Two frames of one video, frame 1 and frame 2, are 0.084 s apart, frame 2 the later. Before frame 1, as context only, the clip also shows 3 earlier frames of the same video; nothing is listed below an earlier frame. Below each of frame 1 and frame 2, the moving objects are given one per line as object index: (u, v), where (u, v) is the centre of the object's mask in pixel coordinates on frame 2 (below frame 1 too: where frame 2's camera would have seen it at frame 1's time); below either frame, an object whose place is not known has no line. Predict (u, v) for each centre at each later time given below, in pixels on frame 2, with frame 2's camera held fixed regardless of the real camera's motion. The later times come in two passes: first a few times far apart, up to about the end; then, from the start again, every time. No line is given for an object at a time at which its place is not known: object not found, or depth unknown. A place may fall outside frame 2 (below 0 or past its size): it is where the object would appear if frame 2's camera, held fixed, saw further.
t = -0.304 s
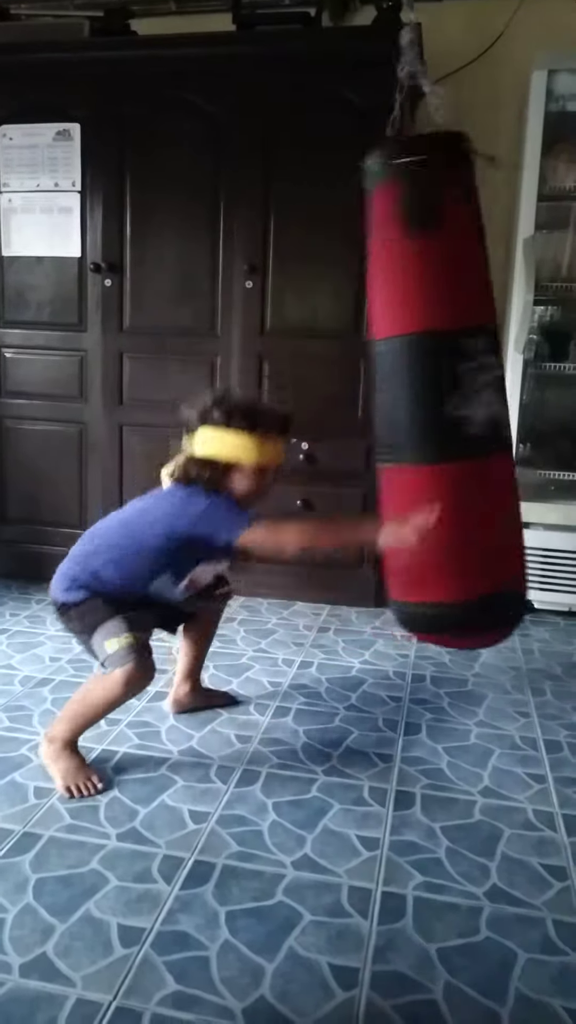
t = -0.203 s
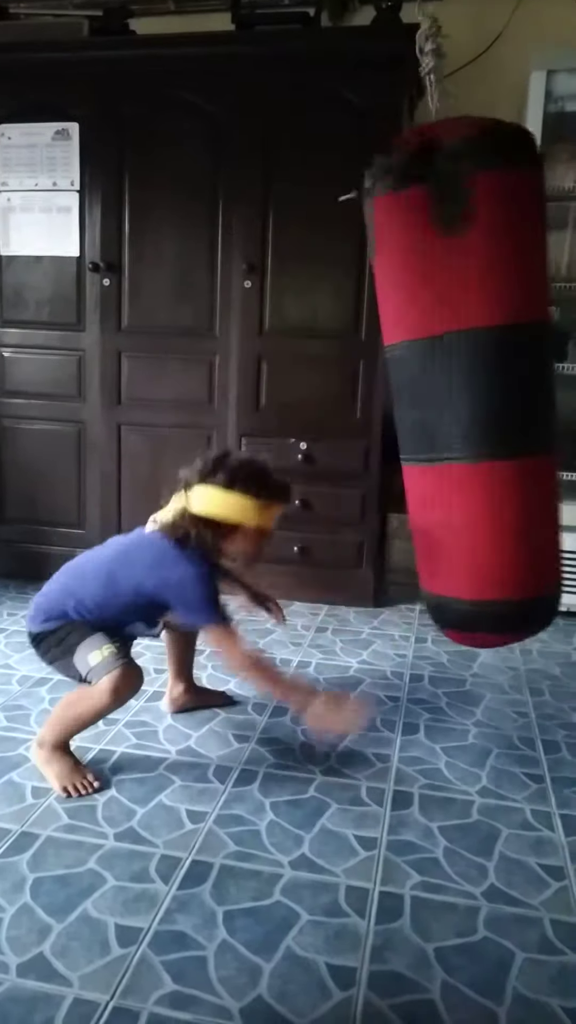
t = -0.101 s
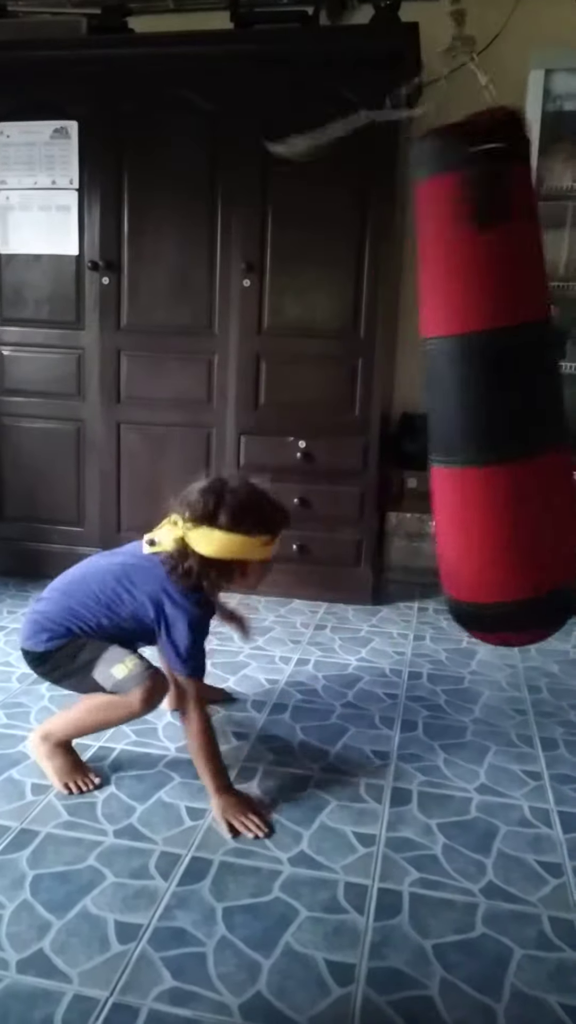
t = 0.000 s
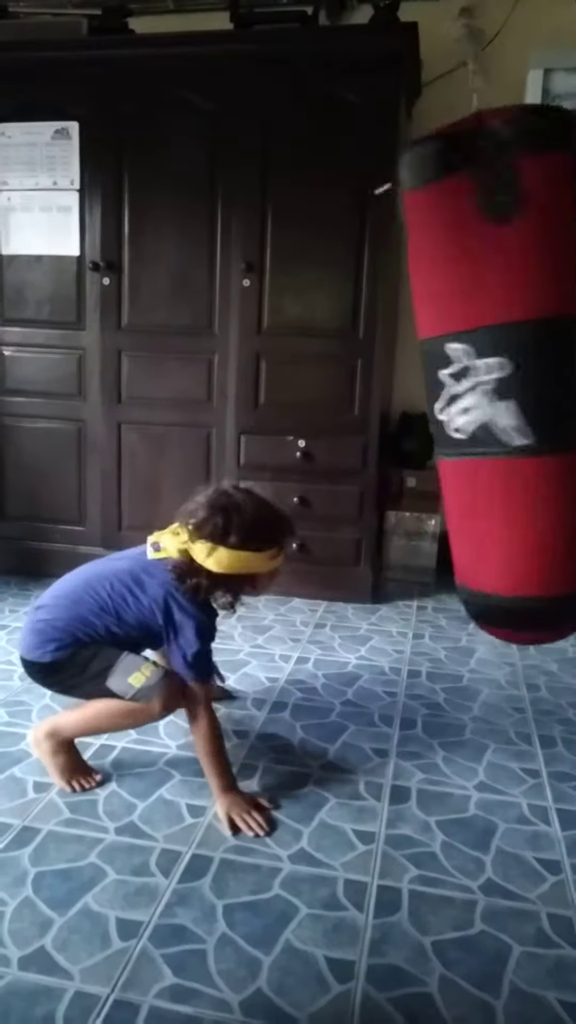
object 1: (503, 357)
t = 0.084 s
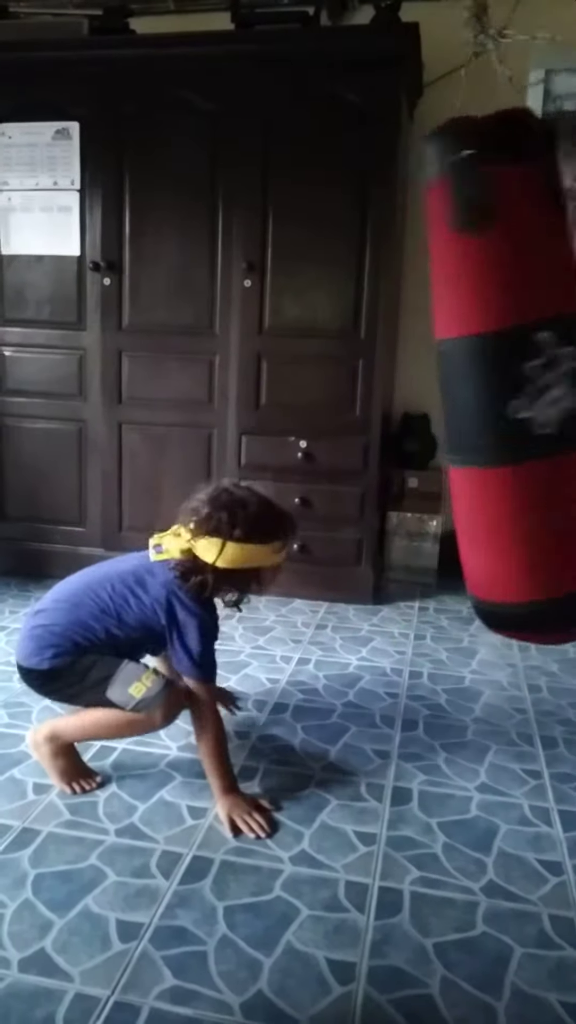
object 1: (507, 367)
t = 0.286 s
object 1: (498, 383)
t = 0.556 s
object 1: (431, 386)
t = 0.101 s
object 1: (510, 371)
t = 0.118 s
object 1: (511, 365)
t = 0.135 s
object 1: (511, 355)
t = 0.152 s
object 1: (510, 352)
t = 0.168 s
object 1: (508, 351)
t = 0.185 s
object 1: (506, 353)
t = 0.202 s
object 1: (504, 355)
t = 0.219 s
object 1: (502, 357)
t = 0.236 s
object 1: (501, 362)
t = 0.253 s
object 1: (500, 367)
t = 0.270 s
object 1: (499, 374)
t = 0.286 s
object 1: (498, 383)
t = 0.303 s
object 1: (498, 388)
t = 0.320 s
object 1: (498, 389)
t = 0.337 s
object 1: (495, 383)
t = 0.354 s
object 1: (491, 378)
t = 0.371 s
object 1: (486, 377)
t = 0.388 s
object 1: (481, 378)
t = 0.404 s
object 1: (477, 380)
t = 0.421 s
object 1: (473, 383)
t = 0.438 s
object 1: (469, 387)
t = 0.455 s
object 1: (464, 392)
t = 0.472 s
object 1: (460, 395)
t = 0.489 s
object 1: (455, 400)
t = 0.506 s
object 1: (450, 404)
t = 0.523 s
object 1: (444, 401)
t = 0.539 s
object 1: (437, 391)
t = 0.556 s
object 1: (431, 386)
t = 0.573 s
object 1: (426, 383)
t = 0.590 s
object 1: (420, 382)
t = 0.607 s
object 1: (413, 383)
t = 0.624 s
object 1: (406, 385)
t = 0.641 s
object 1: (400, 389)
